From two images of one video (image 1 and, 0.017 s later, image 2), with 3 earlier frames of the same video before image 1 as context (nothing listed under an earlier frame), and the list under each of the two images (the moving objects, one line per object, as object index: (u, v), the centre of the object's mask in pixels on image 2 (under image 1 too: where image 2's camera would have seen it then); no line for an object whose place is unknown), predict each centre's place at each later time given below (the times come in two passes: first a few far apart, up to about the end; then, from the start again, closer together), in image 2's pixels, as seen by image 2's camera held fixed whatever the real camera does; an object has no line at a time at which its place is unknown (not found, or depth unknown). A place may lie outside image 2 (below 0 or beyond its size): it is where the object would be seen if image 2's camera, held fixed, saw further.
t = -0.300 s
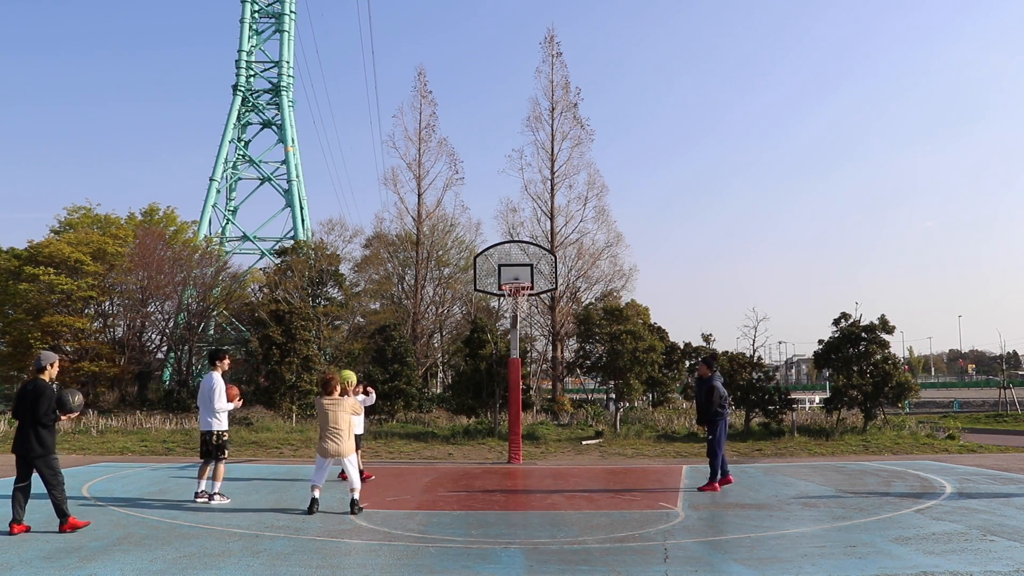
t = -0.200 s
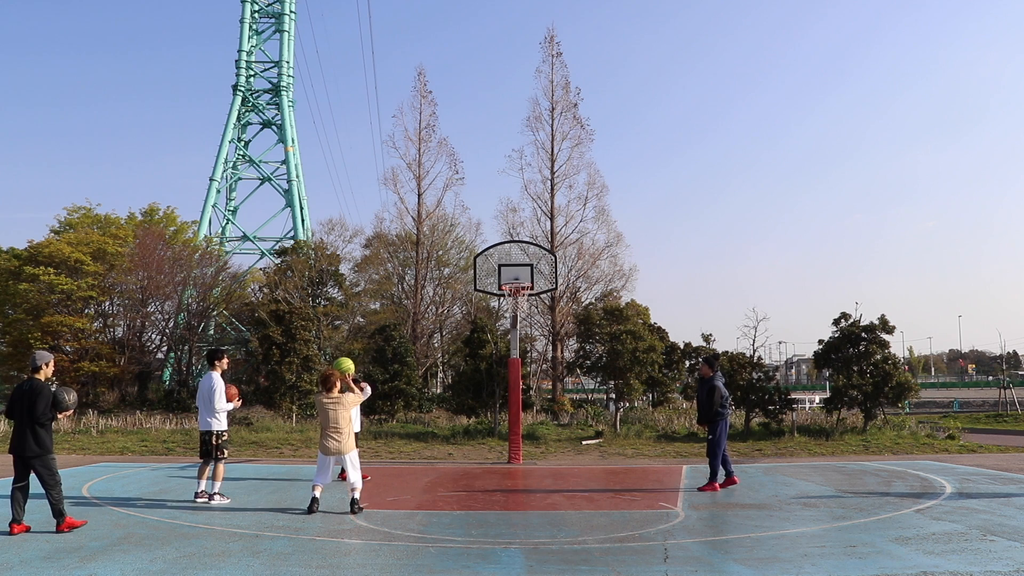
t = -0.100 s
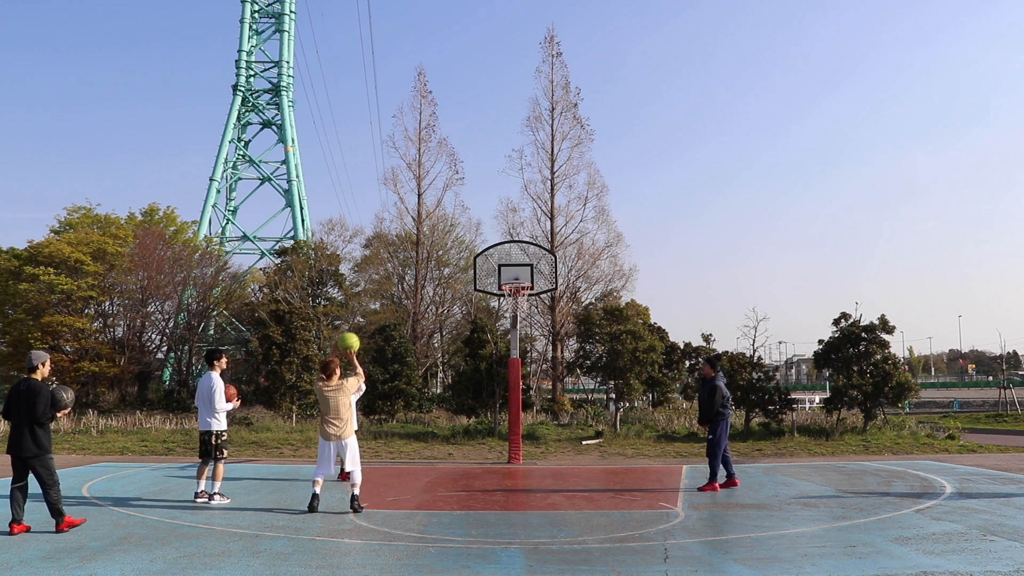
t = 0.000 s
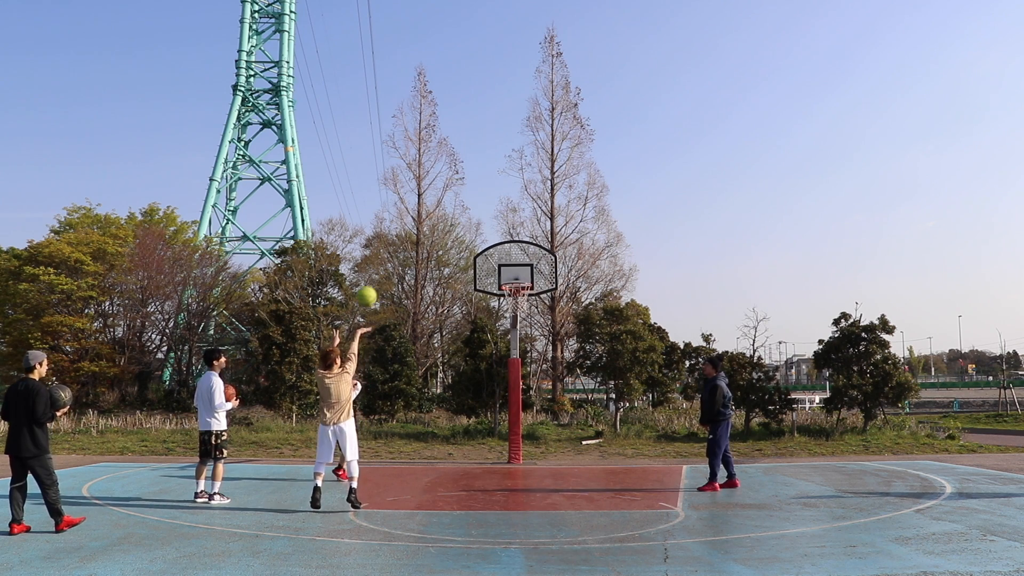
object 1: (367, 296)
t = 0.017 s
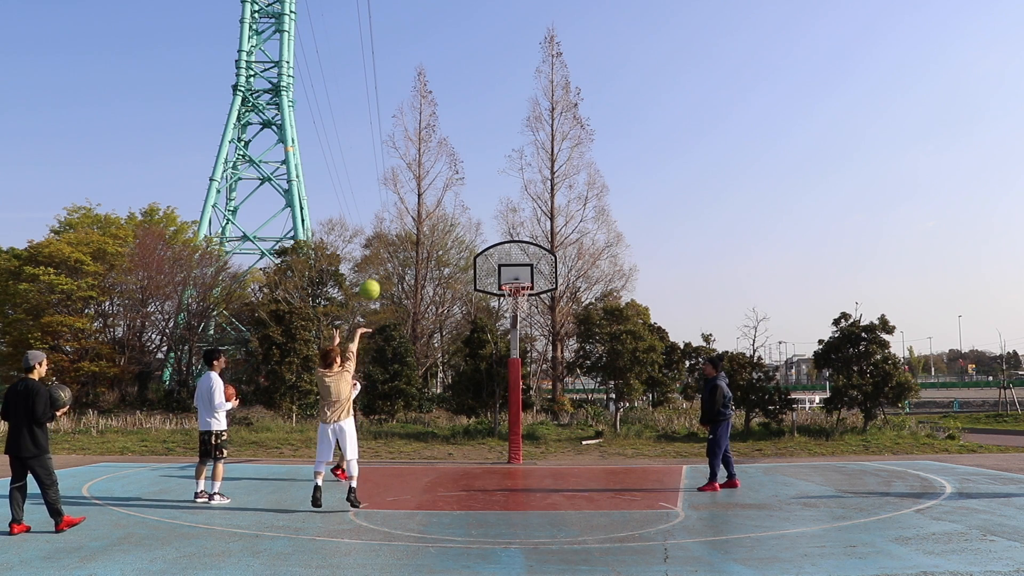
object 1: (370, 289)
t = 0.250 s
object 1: (412, 221)
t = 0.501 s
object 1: (448, 202)
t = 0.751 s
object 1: (479, 225)
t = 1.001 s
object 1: (504, 275)
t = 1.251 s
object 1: (503, 238)
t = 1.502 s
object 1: (501, 234)
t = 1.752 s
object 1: (498, 241)
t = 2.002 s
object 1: (494, 285)
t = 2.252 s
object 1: (492, 368)
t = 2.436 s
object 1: (491, 452)
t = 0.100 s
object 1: (386, 258)
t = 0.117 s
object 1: (389, 253)
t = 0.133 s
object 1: (392, 248)
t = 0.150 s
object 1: (395, 244)
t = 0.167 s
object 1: (398, 239)
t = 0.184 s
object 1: (401, 235)
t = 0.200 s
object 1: (404, 231)
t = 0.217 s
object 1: (407, 228)
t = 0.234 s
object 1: (409, 225)
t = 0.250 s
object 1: (412, 221)
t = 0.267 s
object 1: (415, 218)
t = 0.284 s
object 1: (417, 216)
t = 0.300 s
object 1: (420, 213)
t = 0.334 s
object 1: (425, 209)
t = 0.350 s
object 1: (427, 208)
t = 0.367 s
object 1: (430, 206)
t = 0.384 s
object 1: (432, 205)
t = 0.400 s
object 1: (435, 204)
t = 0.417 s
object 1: (437, 203)
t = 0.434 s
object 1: (439, 203)
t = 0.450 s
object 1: (442, 202)
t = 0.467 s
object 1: (444, 202)
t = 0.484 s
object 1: (446, 202)
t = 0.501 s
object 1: (448, 202)
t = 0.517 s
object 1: (451, 202)
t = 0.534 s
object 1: (453, 203)
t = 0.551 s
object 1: (455, 204)
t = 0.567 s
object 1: (457, 205)
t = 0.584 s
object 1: (460, 205)
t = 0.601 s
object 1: (461, 207)
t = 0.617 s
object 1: (463, 208)
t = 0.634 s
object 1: (465, 210)
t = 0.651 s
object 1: (468, 211)
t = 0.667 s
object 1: (470, 213)
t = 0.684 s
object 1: (472, 215)
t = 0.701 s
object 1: (474, 218)
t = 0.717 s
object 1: (476, 220)
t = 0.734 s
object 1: (477, 223)
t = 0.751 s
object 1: (479, 225)
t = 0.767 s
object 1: (481, 228)
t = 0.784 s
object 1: (483, 231)
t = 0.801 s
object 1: (485, 234)
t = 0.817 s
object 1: (487, 237)
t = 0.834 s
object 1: (489, 240)
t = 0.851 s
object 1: (491, 244)
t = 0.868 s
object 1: (492, 248)
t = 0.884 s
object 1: (494, 252)
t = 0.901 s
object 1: (496, 256)
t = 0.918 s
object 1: (497, 260)
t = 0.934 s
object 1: (499, 264)
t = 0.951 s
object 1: (501, 268)
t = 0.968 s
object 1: (503, 273)
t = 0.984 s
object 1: (504, 277)
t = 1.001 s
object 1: (504, 275)
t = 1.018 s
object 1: (504, 271)
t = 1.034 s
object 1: (504, 267)
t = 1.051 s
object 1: (504, 264)
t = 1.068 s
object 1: (504, 261)
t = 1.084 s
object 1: (504, 258)
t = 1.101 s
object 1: (504, 255)
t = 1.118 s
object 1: (504, 253)
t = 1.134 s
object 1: (503, 250)
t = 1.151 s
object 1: (503, 249)
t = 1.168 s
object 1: (503, 246)
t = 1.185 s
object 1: (503, 244)
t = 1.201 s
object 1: (503, 243)
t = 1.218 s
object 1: (503, 241)
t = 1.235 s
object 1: (503, 240)
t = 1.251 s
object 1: (503, 238)
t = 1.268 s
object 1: (502, 237)
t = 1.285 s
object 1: (503, 236)
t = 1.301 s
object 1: (503, 236)
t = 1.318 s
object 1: (503, 235)
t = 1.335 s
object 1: (503, 235)
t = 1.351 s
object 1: (502, 235)
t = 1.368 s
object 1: (502, 235)
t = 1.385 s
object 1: (502, 235)
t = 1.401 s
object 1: (502, 235)
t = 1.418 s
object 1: (502, 235)
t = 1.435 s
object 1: (502, 235)
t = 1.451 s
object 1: (502, 236)
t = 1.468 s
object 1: (501, 235)
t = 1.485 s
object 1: (501, 235)
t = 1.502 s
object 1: (501, 234)
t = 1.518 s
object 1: (501, 233)
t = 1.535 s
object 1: (500, 233)
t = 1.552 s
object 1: (500, 233)
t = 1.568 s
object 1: (500, 232)
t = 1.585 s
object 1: (500, 232)
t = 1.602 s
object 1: (499, 232)
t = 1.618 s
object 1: (499, 233)
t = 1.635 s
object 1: (499, 233)
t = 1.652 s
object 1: (499, 234)
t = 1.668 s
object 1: (498, 235)
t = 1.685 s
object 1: (498, 235)
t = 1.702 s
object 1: (498, 237)
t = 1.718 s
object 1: (498, 238)
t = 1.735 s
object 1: (498, 239)
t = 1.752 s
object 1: (498, 241)
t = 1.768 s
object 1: (497, 242)
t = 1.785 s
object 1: (497, 245)
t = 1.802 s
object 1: (497, 247)
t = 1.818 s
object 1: (497, 249)
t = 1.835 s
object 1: (497, 252)
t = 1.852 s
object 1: (496, 254)
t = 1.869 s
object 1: (496, 257)
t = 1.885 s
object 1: (496, 260)
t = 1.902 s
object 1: (496, 263)
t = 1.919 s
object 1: (495, 266)
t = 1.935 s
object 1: (495, 270)
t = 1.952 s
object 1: (495, 273)
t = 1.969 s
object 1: (495, 277)
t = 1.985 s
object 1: (495, 281)
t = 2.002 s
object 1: (494, 285)
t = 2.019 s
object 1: (495, 289)
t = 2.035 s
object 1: (494, 294)
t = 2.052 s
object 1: (494, 298)
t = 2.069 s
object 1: (494, 303)
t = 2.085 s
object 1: (494, 308)
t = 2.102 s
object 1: (494, 313)
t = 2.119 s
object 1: (493, 318)
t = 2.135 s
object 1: (493, 325)
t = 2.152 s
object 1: (493, 330)
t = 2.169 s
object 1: (493, 335)
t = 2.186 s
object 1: (493, 342)
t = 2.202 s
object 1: (493, 348)
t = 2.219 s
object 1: (492, 354)
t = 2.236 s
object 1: (492, 361)
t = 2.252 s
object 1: (492, 368)
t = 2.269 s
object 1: (492, 374)
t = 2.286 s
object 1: (492, 381)
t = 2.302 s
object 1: (492, 389)
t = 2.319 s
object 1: (492, 396)
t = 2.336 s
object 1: (492, 403)
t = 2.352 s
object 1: (491, 411)
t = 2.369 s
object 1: (492, 419)
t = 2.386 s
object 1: (492, 427)
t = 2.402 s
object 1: (491, 435)
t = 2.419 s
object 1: (491, 444)
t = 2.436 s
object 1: (491, 452)
